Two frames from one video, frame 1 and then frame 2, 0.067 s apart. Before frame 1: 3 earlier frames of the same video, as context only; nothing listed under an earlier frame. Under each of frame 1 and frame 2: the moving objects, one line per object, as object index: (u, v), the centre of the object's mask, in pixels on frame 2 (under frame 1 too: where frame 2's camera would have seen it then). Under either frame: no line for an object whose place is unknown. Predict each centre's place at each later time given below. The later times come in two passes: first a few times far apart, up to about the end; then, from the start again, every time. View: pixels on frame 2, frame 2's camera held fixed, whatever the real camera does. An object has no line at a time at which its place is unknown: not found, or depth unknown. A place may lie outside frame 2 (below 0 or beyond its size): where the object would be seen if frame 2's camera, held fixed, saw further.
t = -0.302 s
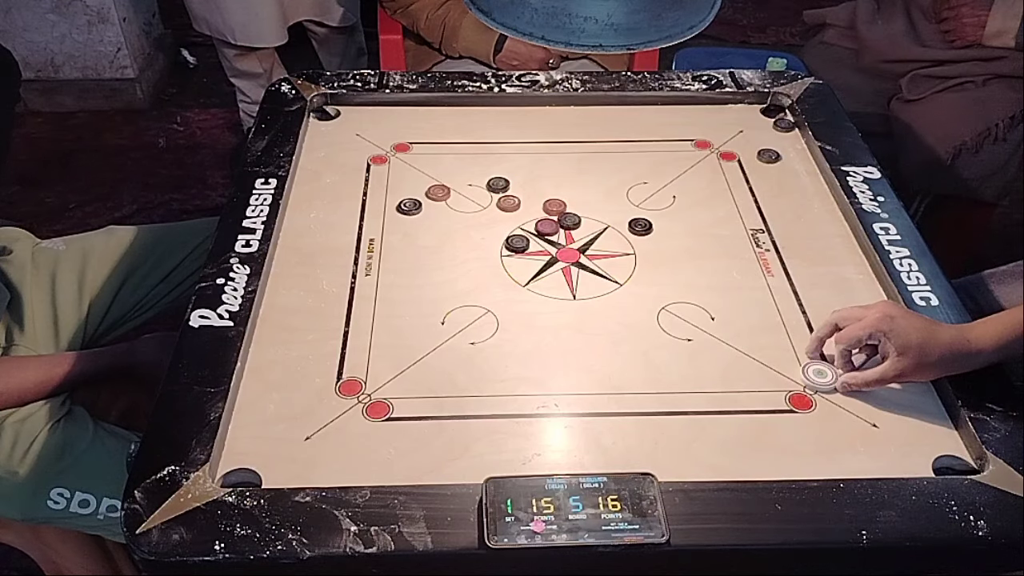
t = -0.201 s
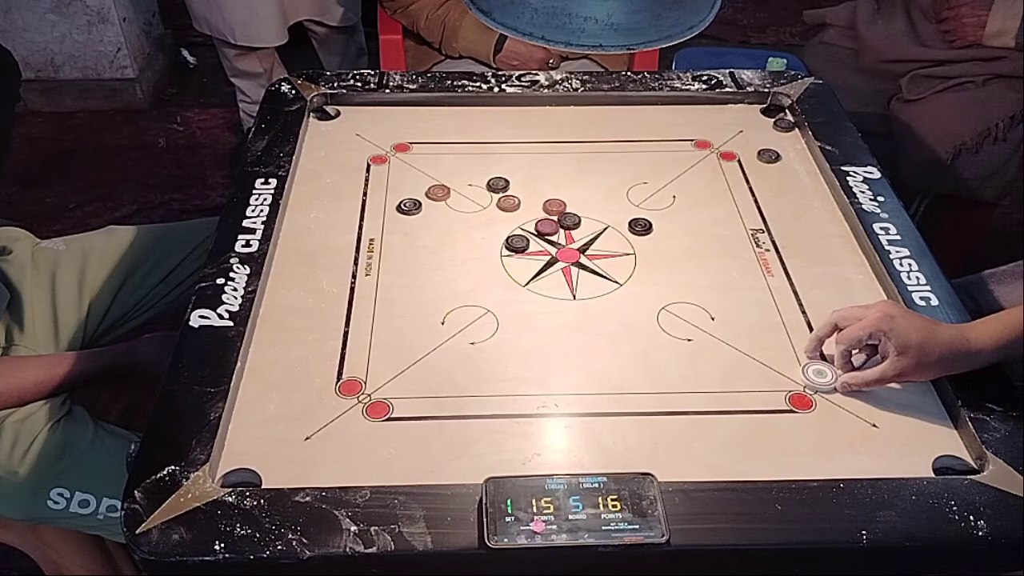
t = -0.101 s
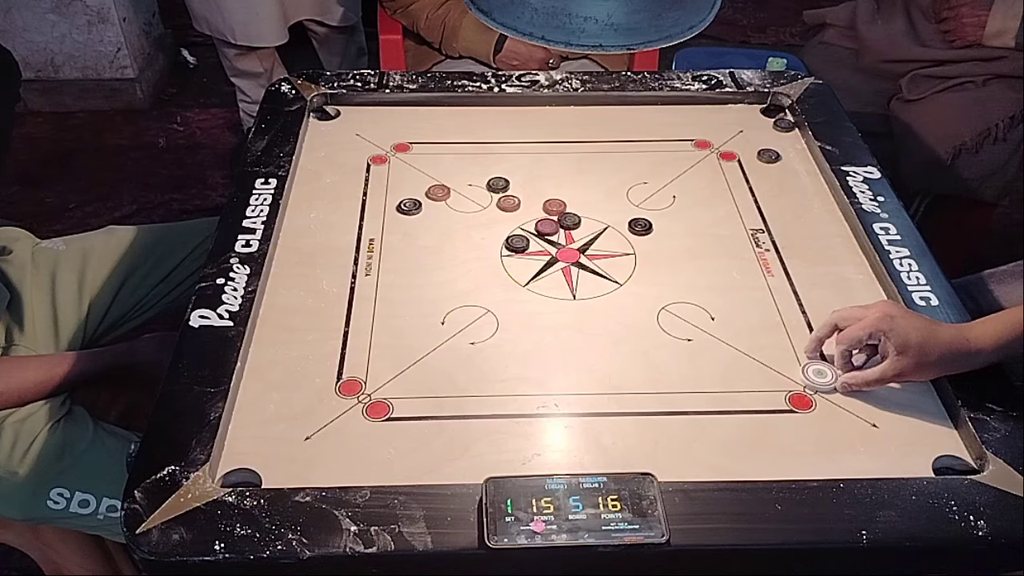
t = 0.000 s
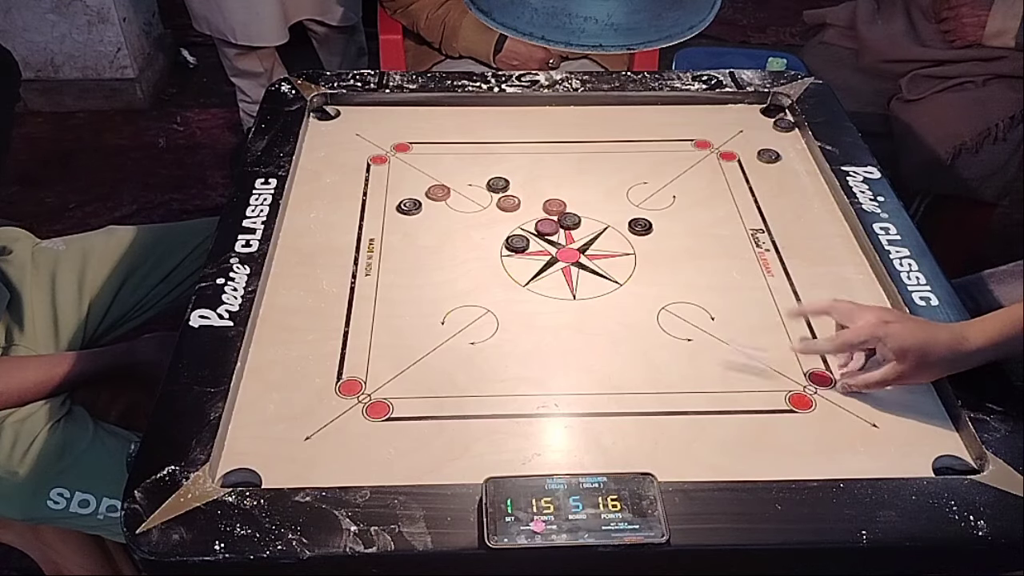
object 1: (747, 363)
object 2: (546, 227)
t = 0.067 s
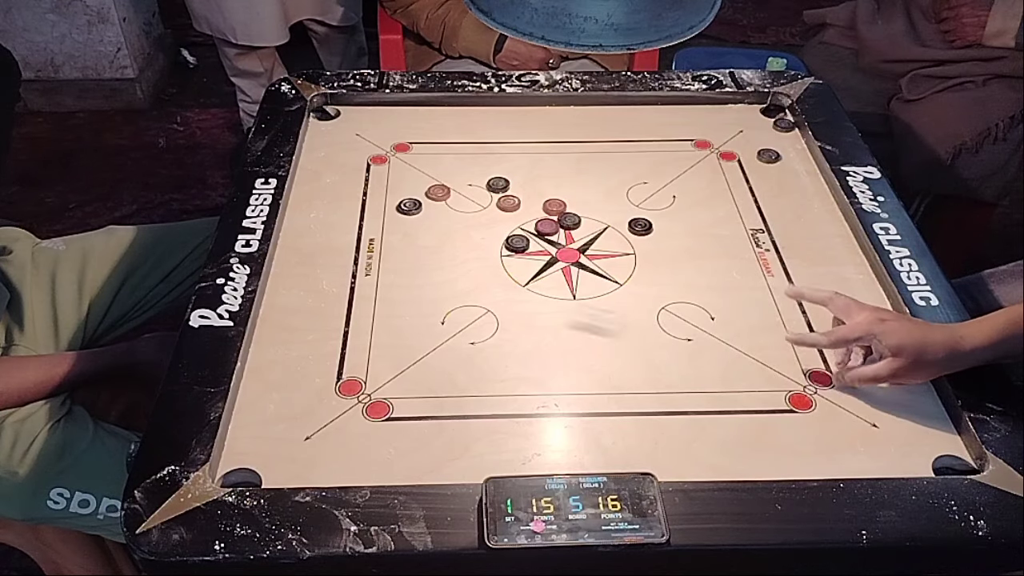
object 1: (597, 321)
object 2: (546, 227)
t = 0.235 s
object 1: (302, 239)
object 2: (546, 227)
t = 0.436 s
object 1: (534, 217)
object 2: (557, 235)
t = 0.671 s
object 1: (593, 219)
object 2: (636, 301)
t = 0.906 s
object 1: (609, 220)
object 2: (678, 333)
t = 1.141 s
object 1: (609, 220)
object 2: (680, 334)
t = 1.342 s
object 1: (609, 220)
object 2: (680, 334)
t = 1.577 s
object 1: (609, 220)
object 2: (680, 334)
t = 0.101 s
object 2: (546, 227)
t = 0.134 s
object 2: (546, 227)
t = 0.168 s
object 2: (546, 227)
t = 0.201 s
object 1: (335, 253)
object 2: (547, 227)
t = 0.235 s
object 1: (302, 239)
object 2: (546, 227)
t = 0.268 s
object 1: (353, 229)
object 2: (547, 227)
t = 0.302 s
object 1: (399, 223)
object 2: (547, 227)
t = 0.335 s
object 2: (547, 227)
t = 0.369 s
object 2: (547, 227)
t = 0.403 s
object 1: (512, 220)
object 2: (547, 227)
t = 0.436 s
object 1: (534, 217)
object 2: (557, 235)
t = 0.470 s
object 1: (546, 217)
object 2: (569, 244)
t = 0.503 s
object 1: (555, 217)
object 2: (581, 256)
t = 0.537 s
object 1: (565, 218)
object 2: (593, 266)
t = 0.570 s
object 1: (574, 218)
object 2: (605, 275)
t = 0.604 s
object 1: (582, 219)
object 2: (616, 285)
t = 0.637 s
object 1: (588, 219)
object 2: (626, 293)
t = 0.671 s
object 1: (593, 219)
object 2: (636, 301)
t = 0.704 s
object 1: (598, 220)
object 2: (644, 307)
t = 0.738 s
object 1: (602, 220)
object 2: (652, 314)
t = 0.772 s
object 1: (605, 220)
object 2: (660, 320)
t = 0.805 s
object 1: (607, 220)
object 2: (666, 324)
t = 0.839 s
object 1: (609, 220)
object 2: (671, 328)
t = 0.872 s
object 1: (609, 220)
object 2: (676, 331)
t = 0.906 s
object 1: (609, 220)
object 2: (678, 333)
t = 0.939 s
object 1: (609, 220)
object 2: (680, 334)
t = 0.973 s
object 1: (609, 220)
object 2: (680, 334)
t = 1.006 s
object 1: (609, 220)
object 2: (680, 334)
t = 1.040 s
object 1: (609, 220)
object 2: (680, 334)
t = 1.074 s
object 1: (609, 220)
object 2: (680, 334)
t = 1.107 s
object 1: (609, 220)
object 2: (680, 334)
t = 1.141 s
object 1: (609, 220)
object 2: (680, 334)
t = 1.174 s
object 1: (609, 220)
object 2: (680, 334)
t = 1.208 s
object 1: (609, 220)
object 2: (680, 334)
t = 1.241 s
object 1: (609, 220)
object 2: (680, 334)
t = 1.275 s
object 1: (609, 220)
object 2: (680, 334)
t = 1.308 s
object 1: (609, 220)
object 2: (680, 334)
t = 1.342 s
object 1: (609, 220)
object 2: (680, 334)
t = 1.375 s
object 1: (609, 220)
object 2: (680, 334)
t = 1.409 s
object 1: (609, 220)
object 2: (680, 334)
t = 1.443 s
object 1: (609, 220)
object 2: (680, 334)
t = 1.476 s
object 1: (609, 220)
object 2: (680, 334)
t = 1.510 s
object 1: (609, 220)
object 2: (680, 334)
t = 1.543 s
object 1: (609, 220)
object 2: (680, 334)
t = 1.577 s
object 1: (609, 220)
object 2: (680, 334)
